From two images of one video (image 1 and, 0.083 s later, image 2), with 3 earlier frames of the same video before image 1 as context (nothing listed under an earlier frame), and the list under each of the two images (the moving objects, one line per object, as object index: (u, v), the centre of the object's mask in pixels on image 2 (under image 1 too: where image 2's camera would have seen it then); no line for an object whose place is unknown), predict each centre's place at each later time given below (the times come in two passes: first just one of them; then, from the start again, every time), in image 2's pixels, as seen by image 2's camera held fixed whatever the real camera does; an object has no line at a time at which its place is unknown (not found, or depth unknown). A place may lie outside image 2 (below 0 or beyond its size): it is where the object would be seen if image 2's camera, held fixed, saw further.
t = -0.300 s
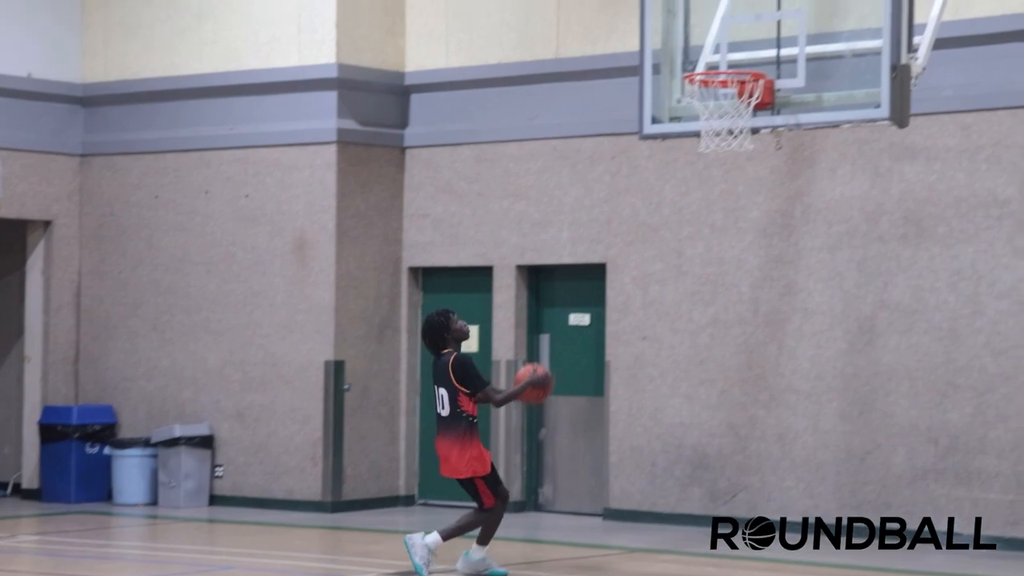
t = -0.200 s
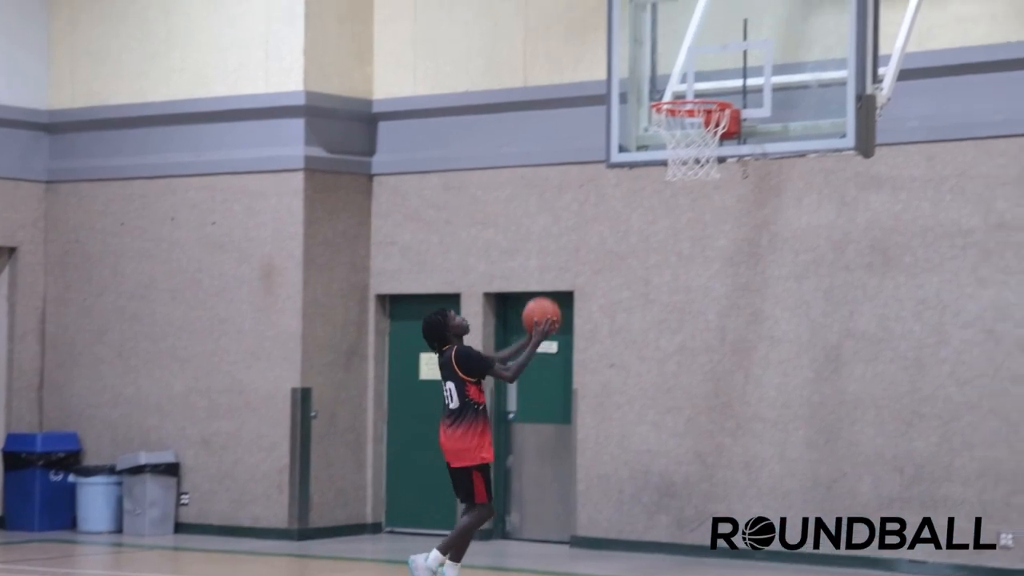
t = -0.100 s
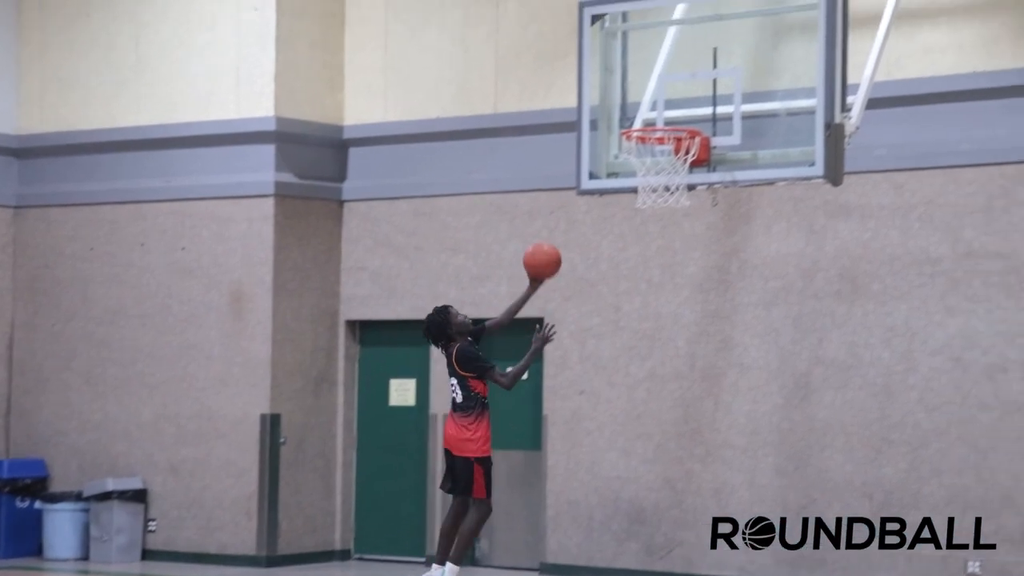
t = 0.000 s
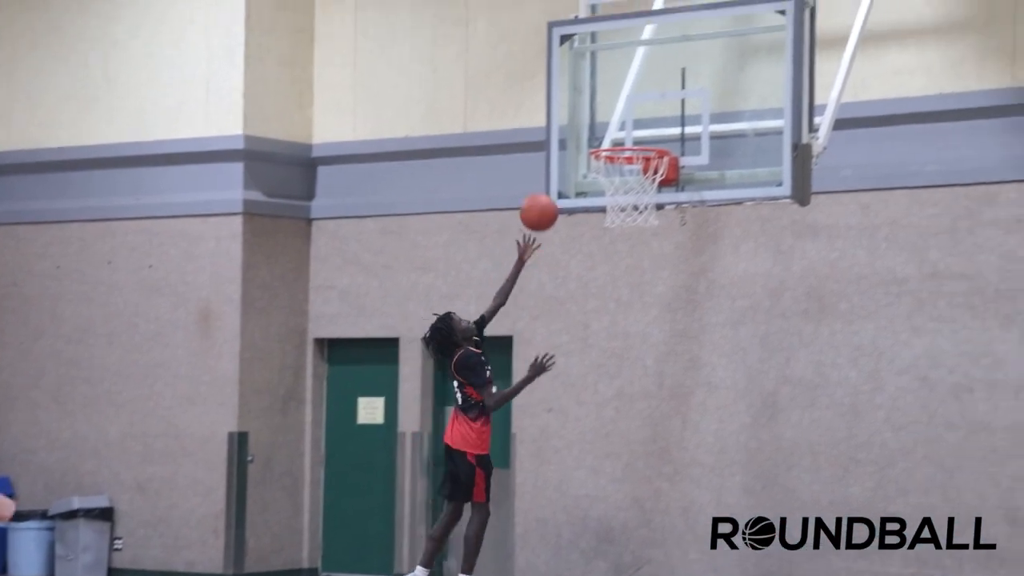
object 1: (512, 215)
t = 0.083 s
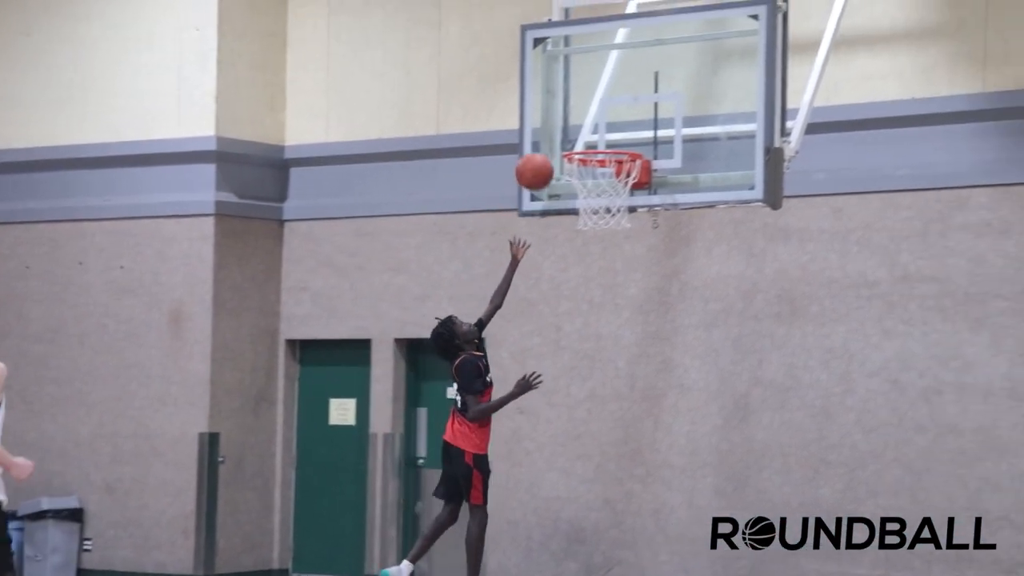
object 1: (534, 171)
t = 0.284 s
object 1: (589, 112)
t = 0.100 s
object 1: (539, 164)
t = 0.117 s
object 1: (543, 157)
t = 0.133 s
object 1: (548, 151)
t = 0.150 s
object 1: (552, 144)
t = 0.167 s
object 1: (557, 139)
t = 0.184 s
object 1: (562, 134)
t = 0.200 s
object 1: (566, 129)
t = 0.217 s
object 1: (571, 125)
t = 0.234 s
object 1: (575, 121)
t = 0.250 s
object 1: (580, 117)
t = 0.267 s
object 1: (584, 115)
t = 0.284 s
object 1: (589, 112)
